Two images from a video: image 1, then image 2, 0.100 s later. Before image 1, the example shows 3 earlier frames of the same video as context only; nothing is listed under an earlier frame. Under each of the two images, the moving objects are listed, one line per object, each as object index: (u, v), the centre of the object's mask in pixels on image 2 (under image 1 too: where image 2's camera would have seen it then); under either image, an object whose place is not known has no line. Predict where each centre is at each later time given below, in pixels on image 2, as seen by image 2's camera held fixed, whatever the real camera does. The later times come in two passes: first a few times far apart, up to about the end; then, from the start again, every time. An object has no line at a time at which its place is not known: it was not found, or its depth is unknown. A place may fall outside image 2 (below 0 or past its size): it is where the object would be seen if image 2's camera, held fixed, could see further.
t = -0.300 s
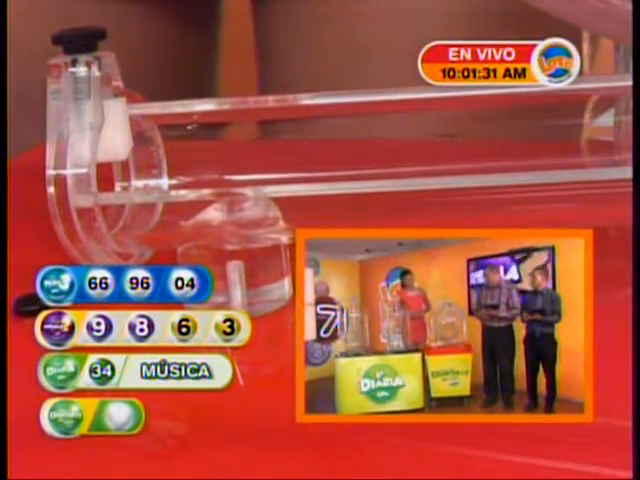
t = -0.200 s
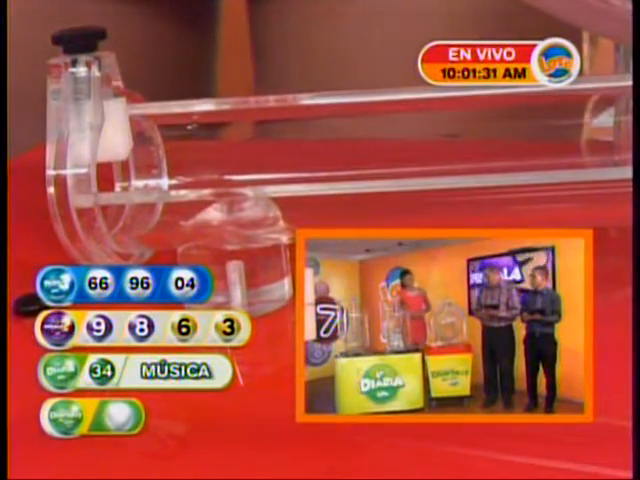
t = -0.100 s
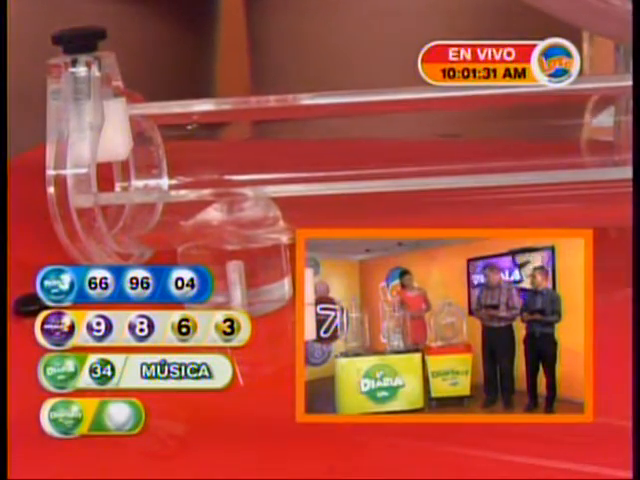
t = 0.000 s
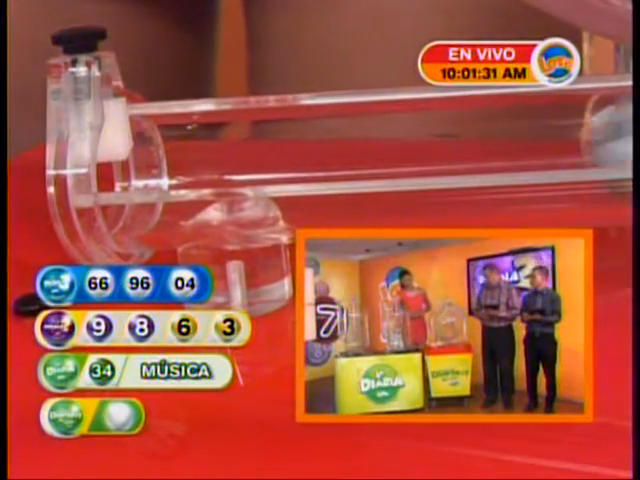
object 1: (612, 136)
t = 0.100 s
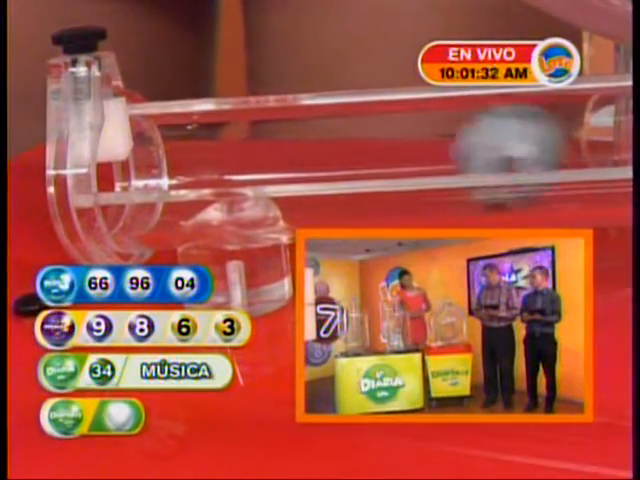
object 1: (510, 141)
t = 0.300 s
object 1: (196, 172)
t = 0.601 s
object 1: (175, 173)
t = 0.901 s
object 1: (175, 174)
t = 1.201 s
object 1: (175, 174)
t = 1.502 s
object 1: (175, 174)
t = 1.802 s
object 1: (175, 174)
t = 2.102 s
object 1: (175, 174)
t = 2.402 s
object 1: (175, 174)
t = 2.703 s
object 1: (175, 174)
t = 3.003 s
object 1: (175, 174)
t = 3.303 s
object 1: (175, 174)
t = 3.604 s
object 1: (176, 174)
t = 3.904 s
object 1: (176, 174)
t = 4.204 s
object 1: (176, 174)
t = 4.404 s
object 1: (175, 174)
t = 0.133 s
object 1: (459, 146)
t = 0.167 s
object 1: (409, 160)
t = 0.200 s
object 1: (358, 151)
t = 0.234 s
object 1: (304, 163)
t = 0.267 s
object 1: (250, 167)
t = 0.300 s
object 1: (196, 172)
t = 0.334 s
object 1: (181, 169)
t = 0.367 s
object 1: (185, 173)
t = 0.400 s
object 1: (187, 172)
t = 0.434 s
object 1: (182, 172)
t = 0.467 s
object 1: (175, 173)
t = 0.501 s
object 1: (175, 174)
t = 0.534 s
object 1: (175, 173)
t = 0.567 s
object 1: (175, 173)
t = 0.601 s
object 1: (175, 173)
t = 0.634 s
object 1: (175, 173)
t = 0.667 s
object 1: (175, 174)
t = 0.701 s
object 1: (175, 174)
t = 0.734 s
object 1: (175, 174)
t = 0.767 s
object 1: (175, 174)
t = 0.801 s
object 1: (175, 174)
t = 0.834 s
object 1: (175, 174)
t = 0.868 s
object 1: (175, 174)
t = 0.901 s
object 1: (175, 174)
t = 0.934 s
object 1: (175, 174)
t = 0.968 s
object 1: (175, 174)
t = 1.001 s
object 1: (175, 174)
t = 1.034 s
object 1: (175, 174)
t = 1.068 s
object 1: (175, 174)
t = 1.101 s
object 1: (175, 174)
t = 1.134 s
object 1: (175, 174)
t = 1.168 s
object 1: (175, 174)
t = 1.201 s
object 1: (175, 174)
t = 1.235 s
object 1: (175, 174)
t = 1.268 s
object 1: (175, 174)
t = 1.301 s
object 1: (175, 174)
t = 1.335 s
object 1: (175, 174)
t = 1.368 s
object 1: (175, 174)
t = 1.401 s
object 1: (175, 174)
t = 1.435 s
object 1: (175, 174)
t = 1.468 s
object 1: (175, 174)
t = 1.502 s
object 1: (175, 174)
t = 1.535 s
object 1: (175, 174)
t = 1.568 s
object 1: (175, 174)
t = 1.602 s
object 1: (175, 174)
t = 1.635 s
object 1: (175, 174)
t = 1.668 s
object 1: (175, 174)
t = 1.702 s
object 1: (175, 174)
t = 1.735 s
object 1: (175, 174)
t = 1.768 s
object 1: (175, 174)
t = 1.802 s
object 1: (175, 174)
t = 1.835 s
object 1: (175, 174)
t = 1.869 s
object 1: (175, 174)
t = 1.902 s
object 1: (175, 174)
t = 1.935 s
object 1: (175, 174)
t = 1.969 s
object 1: (175, 174)
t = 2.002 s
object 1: (175, 174)
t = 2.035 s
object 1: (175, 174)
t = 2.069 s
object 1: (175, 174)
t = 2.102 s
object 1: (175, 174)
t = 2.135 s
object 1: (175, 174)
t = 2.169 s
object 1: (175, 174)
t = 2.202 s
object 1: (175, 174)
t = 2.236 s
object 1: (175, 174)
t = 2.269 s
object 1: (175, 174)
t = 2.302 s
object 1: (175, 174)
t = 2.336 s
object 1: (175, 174)
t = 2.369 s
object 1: (175, 174)
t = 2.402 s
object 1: (175, 174)
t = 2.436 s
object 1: (175, 174)
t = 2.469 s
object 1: (175, 174)
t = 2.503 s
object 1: (175, 174)
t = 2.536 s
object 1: (175, 174)
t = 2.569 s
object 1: (175, 174)
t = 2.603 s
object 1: (175, 174)
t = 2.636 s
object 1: (175, 174)
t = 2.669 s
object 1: (175, 174)
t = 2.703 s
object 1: (175, 174)
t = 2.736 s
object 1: (175, 174)
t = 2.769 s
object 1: (175, 174)
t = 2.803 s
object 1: (175, 174)
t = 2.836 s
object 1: (175, 174)
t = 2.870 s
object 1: (175, 174)
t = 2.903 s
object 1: (175, 174)
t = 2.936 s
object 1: (176, 174)
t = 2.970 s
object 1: (175, 174)
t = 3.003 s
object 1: (175, 174)
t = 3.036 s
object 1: (175, 174)
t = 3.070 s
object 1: (175, 174)
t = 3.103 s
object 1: (175, 174)
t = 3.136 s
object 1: (176, 174)
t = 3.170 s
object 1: (176, 174)
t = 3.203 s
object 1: (176, 174)
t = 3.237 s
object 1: (176, 174)
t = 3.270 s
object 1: (176, 174)
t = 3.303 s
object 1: (175, 174)
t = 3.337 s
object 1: (175, 174)
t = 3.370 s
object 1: (175, 174)
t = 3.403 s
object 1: (175, 174)
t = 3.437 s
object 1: (175, 174)
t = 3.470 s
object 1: (176, 174)
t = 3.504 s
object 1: (176, 174)
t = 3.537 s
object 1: (176, 174)
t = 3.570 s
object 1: (176, 174)
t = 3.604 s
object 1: (176, 174)
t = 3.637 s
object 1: (175, 174)
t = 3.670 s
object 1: (175, 174)
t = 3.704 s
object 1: (175, 174)
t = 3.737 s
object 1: (176, 174)
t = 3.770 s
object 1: (175, 174)
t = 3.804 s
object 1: (175, 174)
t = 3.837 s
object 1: (175, 174)
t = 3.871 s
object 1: (175, 174)
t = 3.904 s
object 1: (176, 174)
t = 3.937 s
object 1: (176, 174)
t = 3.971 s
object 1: (175, 174)
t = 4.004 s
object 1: (175, 174)
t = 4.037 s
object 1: (175, 174)
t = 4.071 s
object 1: (176, 174)
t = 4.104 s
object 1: (176, 174)
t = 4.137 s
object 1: (176, 174)
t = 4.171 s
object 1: (176, 174)
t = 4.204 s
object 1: (176, 174)
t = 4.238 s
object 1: (175, 174)
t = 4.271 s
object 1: (175, 174)
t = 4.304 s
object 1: (175, 174)
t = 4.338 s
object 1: (175, 174)
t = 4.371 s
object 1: (175, 174)
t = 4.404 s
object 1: (175, 174)
